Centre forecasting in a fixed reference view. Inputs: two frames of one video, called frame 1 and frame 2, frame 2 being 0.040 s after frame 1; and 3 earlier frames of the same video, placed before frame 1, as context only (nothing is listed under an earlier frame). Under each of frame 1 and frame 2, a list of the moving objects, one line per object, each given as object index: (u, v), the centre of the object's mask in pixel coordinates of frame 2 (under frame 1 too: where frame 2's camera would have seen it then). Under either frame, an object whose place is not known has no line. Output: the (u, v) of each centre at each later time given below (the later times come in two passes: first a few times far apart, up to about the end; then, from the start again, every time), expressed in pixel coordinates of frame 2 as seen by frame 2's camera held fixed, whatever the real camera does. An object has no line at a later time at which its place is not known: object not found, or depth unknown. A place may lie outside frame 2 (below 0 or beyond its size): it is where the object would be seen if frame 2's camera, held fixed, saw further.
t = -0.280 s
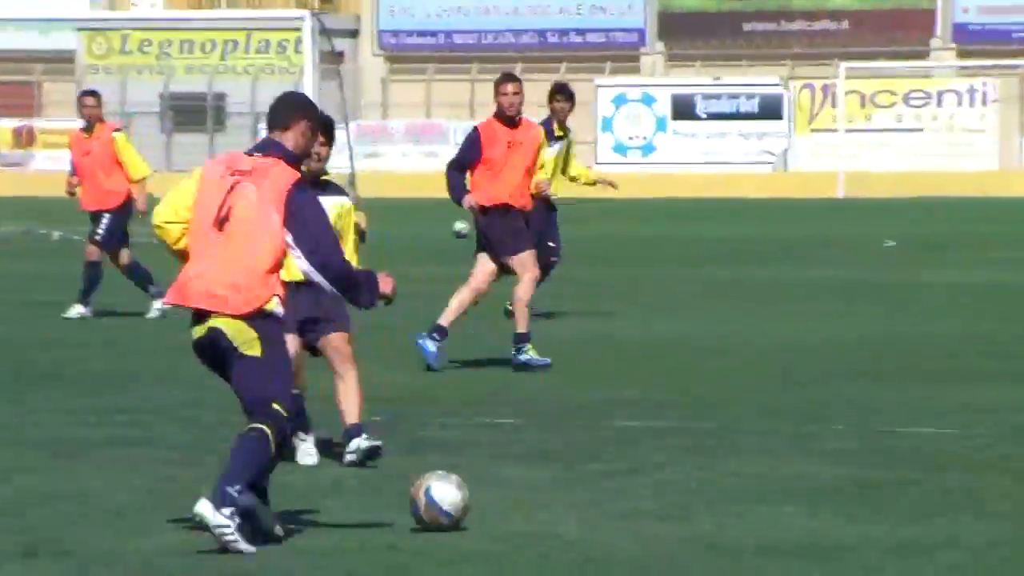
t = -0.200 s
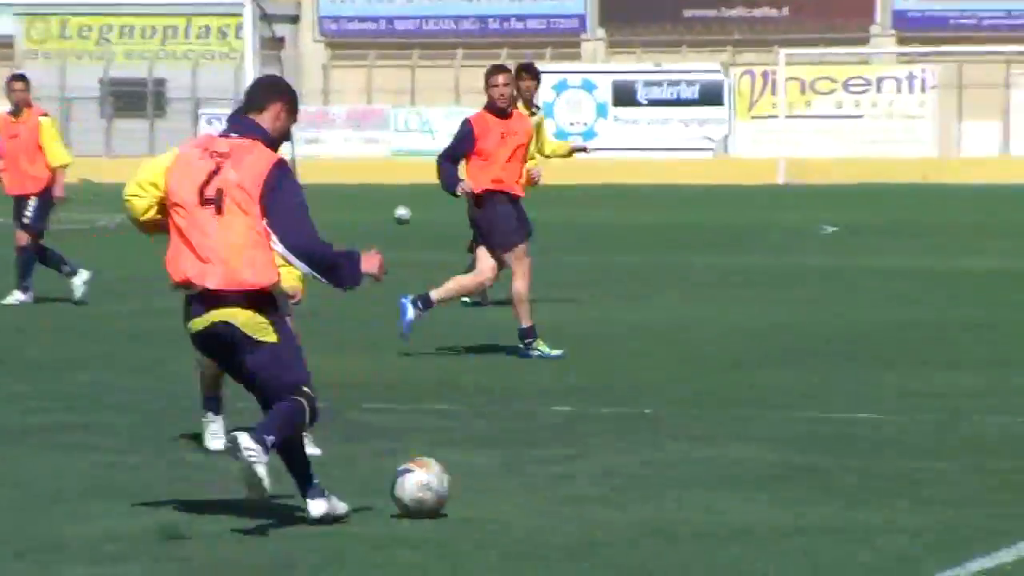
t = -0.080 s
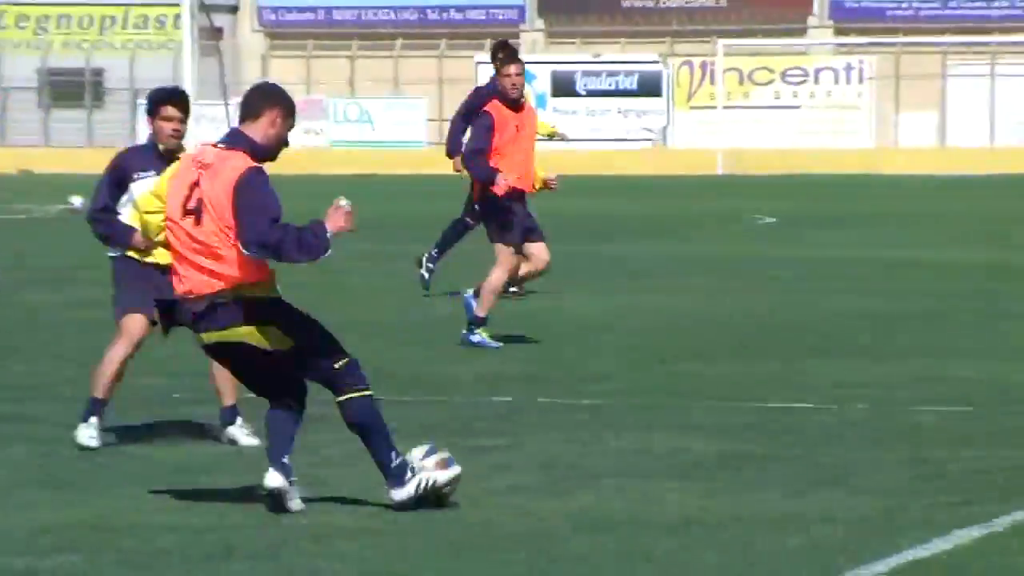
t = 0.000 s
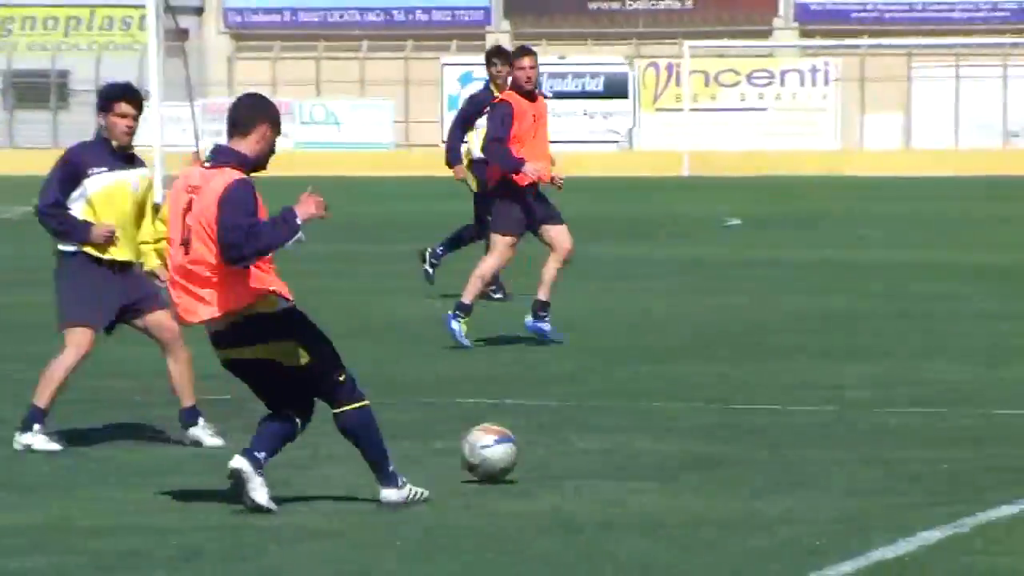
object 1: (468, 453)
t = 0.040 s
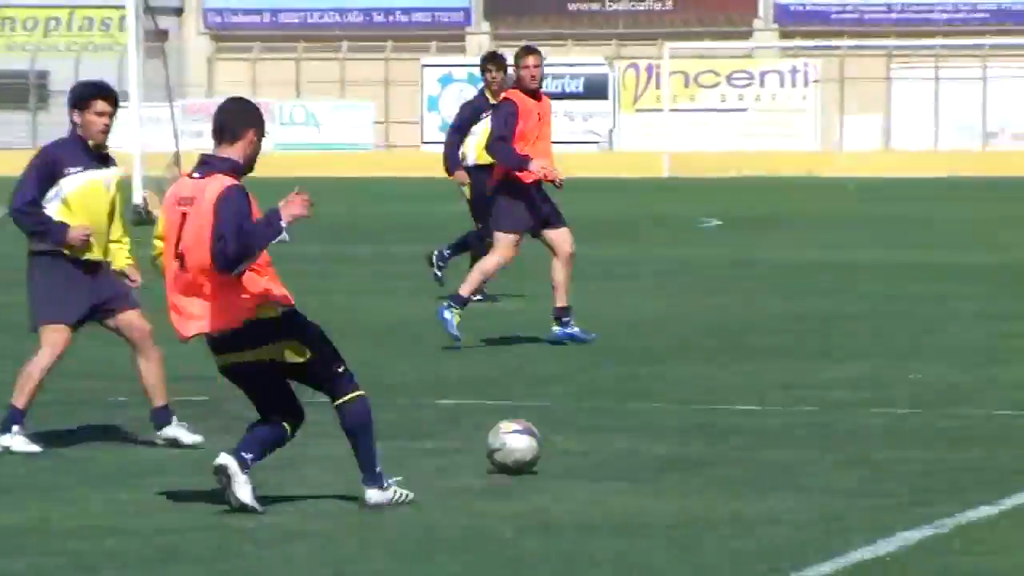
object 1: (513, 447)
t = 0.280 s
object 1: (724, 399)
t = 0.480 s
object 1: (853, 374)
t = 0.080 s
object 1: (552, 435)
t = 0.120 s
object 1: (590, 422)
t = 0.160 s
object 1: (626, 415)
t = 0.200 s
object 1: (661, 414)
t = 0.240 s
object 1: (693, 408)
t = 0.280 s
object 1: (724, 399)
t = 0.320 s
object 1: (753, 396)
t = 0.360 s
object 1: (779, 394)
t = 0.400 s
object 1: (805, 383)
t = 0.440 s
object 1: (829, 376)
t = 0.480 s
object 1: (853, 374)
